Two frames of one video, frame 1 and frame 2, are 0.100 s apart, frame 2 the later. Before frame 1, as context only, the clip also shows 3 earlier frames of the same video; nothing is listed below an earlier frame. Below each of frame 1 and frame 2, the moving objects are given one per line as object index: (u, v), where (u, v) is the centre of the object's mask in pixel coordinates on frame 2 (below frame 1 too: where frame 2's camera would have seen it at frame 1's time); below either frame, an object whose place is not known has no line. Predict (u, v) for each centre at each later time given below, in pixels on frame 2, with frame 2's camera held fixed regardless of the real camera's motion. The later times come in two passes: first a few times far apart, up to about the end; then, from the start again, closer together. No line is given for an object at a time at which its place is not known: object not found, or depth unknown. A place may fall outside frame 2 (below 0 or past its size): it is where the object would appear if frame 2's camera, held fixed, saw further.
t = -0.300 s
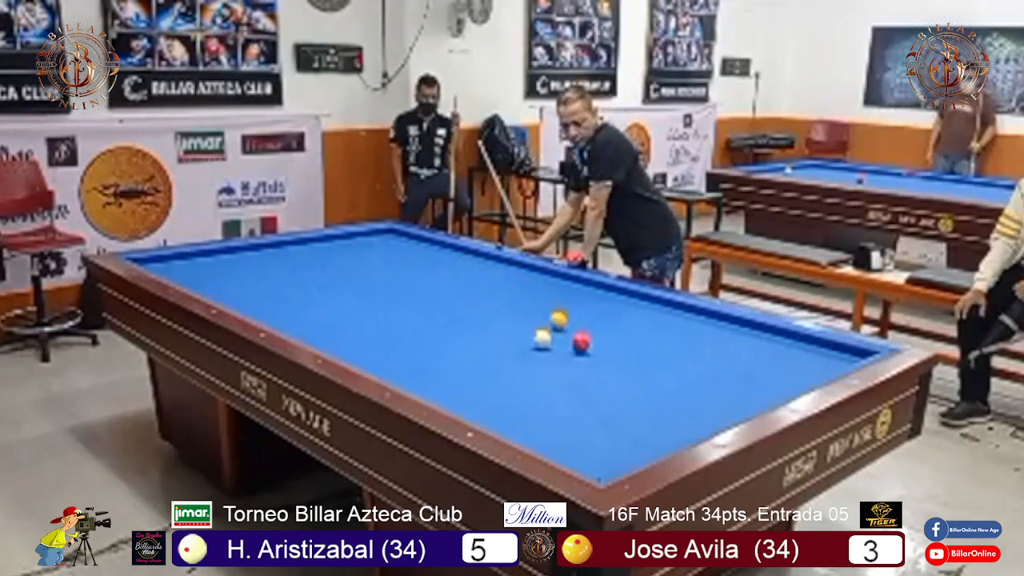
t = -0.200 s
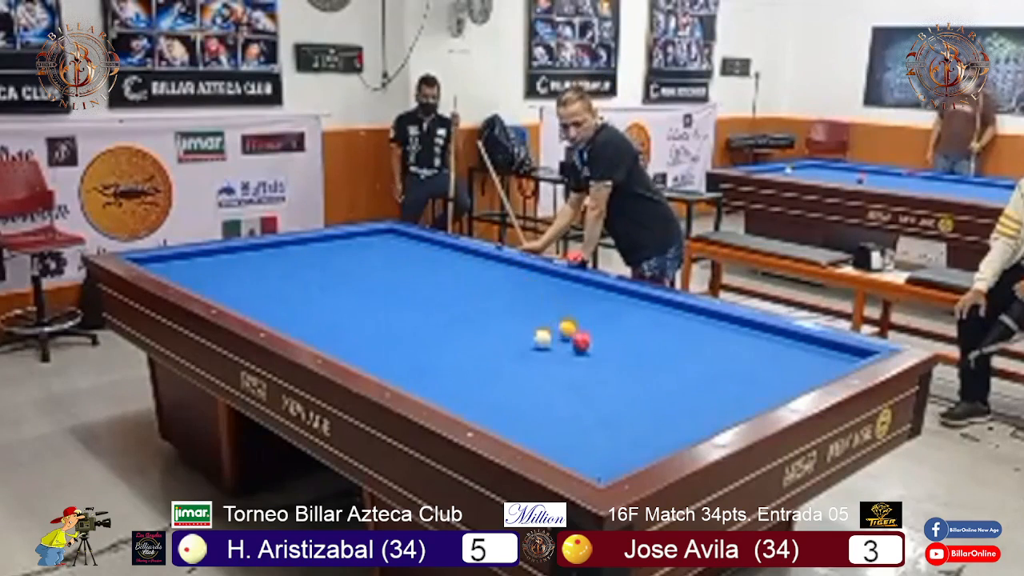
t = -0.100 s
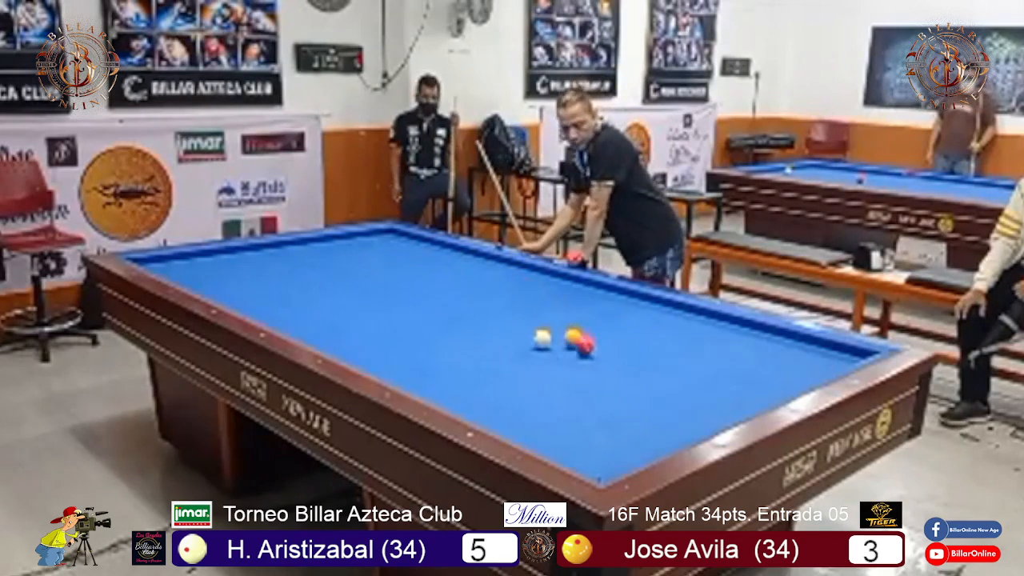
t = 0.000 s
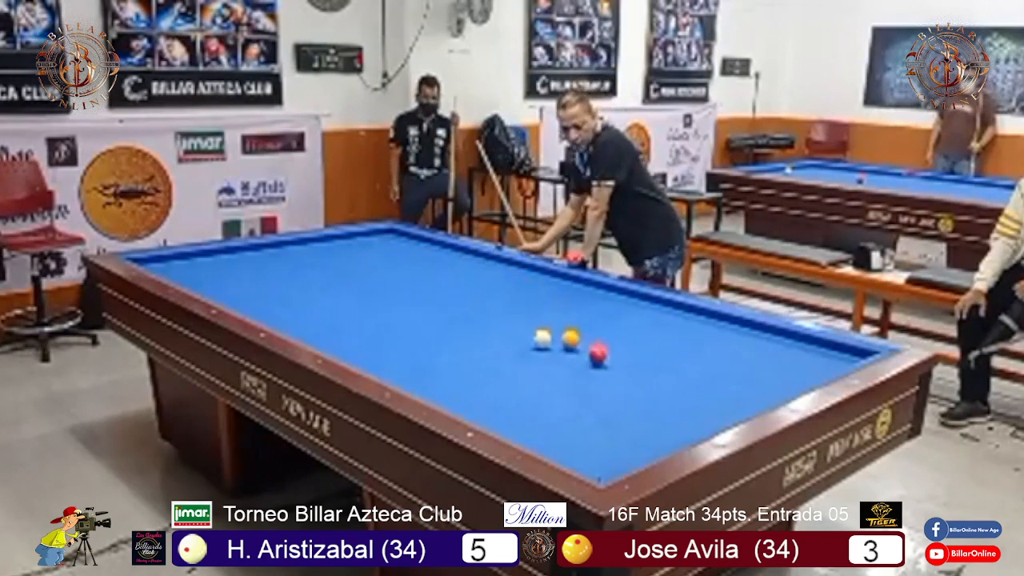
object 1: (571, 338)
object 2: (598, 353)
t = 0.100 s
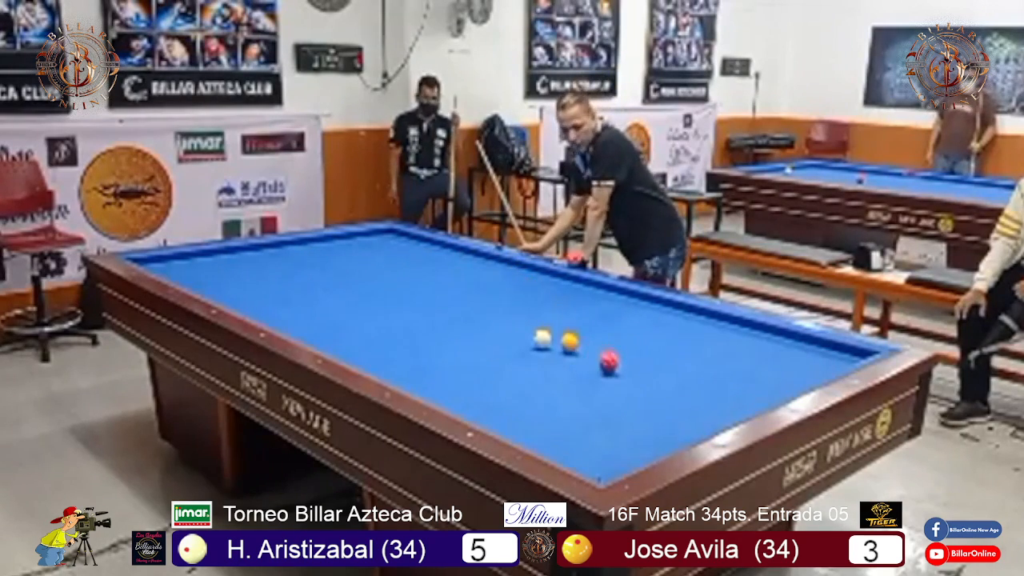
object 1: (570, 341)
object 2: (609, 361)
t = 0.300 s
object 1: (569, 347)
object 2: (632, 378)
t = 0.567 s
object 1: (567, 356)
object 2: (667, 403)
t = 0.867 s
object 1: (564, 366)
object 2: (684, 421)
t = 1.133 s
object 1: (562, 375)
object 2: (643, 414)
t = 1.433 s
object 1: (560, 385)
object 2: (601, 406)
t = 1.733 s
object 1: (554, 392)
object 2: (570, 401)
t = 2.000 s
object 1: (532, 391)
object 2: (560, 406)
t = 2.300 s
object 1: (507, 389)
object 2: (549, 412)
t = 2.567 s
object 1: (488, 388)
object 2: (540, 416)
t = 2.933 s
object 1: (463, 387)
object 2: (529, 423)
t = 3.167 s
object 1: (448, 387)
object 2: (523, 425)
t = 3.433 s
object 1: (434, 384)
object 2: (517, 426)
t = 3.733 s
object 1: (418, 381)
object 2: (516, 427)
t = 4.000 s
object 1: (408, 378)
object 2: (518, 427)
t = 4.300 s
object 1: (403, 375)
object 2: (519, 427)
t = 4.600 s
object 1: (399, 372)
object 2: (520, 426)
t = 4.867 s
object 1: (394, 369)
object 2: (520, 427)
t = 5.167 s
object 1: (391, 366)
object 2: (520, 426)
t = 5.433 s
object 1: (388, 364)
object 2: (520, 426)
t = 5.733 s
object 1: (385, 361)
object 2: (520, 426)
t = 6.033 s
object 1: (382, 360)
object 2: (520, 426)
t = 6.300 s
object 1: (380, 359)
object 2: (520, 426)
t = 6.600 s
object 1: (379, 358)
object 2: (520, 426)
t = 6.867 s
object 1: (378, 358)
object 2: (520, 426)
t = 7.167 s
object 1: (378, 357)
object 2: (520, 426)
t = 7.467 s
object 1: (378, 357)
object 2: (520, 427)
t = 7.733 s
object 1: (378, 356)
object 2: (520, 426)
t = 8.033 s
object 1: (378, 356)
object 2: (520, 426)
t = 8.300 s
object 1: (378, 356)
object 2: (520, 426)
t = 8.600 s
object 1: (378, 356)
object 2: (520, 426)
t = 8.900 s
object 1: (378, 356)
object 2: (520, 426)
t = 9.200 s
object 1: (378, 357)
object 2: (520, 426)
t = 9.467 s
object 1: (378, 356)
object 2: (520, 426)
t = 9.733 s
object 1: (378, 356)
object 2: (520, 427)
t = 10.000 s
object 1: (378, 356)
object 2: (520, 426)
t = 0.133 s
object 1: (570, 342)
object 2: (613, 364)
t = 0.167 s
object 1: (569, 343)
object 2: (617, 366)
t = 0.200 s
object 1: (569, 344)
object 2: (620, 369)
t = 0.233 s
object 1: (569, 345)
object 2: (625, 372)
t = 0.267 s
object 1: (569, 346)
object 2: (628, 375)
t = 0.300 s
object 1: (569, 347)
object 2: (632, 378)
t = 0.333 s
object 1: (569, 348)
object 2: (636, 381)
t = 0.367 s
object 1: (568, 349)
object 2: (640, 384)
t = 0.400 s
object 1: (568, 350)
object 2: (645, 387)
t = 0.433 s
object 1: (568, 351)
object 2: (650, 390)
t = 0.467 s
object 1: (568, 352)
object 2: (654, 393)
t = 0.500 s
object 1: (568, 353)
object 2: (659, 396)
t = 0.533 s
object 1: (567, 355)
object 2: (663, 400)
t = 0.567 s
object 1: (567, 356)
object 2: (667, 403)
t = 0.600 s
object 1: (567, 357)
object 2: (672, 406)
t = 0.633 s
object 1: (566, 358)
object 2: (677, 409)
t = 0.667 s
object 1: (566, 359)
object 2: (682, 413)
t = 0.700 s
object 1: (566, 360)
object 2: (687, 416)
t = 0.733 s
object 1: (566, 362)
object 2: (692, 419)
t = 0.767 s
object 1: (565, 363)
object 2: (697, 421)
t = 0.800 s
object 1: (565, 363)
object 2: (697, 422)
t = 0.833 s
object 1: (565, 365)
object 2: (691, 421)
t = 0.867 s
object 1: (564, 366)
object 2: (684, 421)
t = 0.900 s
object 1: (564, 367)
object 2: (678, 421)
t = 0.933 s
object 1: (564, 369)
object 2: (673, 421)
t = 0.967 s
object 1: (563, 370)
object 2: (668, 419)
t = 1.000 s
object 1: (563, 371)
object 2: (663, 418)
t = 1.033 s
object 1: (563, 372)
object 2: (658, 417)
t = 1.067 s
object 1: (563, 374)
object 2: (653, 416)
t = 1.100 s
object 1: (562, 374)
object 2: (648, 415)
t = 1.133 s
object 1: (562, 375)
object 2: (643, 414)
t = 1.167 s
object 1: (562, 376)
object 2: (638, 413)
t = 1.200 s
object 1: (562, 377)
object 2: (634, 412)
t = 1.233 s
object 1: (562, 378)
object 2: (628, 411)
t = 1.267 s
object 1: (561, 379)
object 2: (624, 410)
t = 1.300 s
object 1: (561, 380)
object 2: (619, 410)
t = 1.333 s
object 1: (561, 381)
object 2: (614, 409)
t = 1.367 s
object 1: (560, 383)
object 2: (610, 408)
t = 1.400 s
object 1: (560, 384)
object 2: (605, 407)
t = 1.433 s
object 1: (560, 385)
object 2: (601, 406)
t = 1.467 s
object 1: (560, 386)
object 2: (596, 406)
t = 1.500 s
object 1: (559, 387)
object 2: (592, 405)
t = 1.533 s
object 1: (559, 389)
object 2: (587, 404)
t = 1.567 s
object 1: (559, 390)
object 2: (583, 403)
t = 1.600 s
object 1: (559, 391)
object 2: (579, 403)
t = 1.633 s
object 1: (558, 391)
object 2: (575, 401)
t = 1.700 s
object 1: (556, 392)
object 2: (571, 402)
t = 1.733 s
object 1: (554, 392)
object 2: (570, 401)
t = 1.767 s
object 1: (550, 392)
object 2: (568, 402)
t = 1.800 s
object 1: (547, 392)
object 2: (567, 403)
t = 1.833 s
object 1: (545, 392)
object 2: (566, 403)
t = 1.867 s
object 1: (542, 392)
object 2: (565, 404)
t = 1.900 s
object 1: (540, 392)
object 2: (564, 405)
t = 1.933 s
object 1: (537, 392)
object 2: (563, 405)
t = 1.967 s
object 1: (534, 391)
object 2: (561, 406)
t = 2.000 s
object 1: (532, 391)
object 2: (560, 406)
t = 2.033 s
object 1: (529, 391)
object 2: (559, 407)
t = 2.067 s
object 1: (526, 391)
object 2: (557, 408)
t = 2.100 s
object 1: (523, 390)
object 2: (556, 409)
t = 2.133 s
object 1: (521, 390)
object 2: (555, 410)
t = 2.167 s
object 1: (518, 390)
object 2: (554, 409)
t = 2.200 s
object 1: (515, 390)
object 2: (552, 410)
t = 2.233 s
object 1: (512, 390)
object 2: (551, 410)
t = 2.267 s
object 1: (510, 390)
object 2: (550, 411)
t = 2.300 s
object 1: (507, 389)
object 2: (549, 412)
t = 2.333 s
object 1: (505, 389)
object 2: (547, 412)
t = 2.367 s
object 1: (502, 389)
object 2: (546, 413)
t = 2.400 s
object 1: (500, 389)
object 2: (545, 413)
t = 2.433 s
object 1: (497, 389)
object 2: (544, 413)
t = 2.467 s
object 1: (495, 389)
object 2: (543, 414)
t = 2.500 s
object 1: (493, 389)
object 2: (542, 415)
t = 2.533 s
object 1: (490, 389)
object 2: (541, 416)
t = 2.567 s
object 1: (488, 388)
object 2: (540, 416)
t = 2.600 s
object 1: (486, 388)
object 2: (538, 416)
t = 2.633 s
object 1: (483, 388)
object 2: (538, 416)
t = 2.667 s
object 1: (481, 388)
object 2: (537, 417)
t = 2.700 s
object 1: (479, 388)
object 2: (535, 418)
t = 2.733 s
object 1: (476, 388)
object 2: (535, 419)
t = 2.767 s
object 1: (474, 387)
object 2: (534, 419)
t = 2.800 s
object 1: (472, 387)
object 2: (533, 419)
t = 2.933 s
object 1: (463, 387)
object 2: (529, 423)
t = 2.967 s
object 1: (461, 387)
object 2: (528, 423)
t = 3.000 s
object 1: (459, 387)
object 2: (527, 423)
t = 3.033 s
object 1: (456, 387)
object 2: (526, 424)
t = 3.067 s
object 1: (454, 387)
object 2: (525, 424)
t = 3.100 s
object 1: (452, 386)
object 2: (524, 425)
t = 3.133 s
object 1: (450, 386)
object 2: (524, 425)
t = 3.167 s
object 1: (448, 387)
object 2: (523, 425)
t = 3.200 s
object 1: (446, 386)
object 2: (522, 425)
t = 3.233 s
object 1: (444, 386)
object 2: (521, 425)
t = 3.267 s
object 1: (442, 386)
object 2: (521, 425)
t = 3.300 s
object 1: (441, 386)
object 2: (520, 426)
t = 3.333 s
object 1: (439, 385)
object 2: (519, 426)
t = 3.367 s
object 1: (437, 385)
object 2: (519, 426)
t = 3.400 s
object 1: (436, 385)
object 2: (518, 426)
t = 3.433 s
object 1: (434, 384)
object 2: (517, 426)
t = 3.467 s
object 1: (432, 384)
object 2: (517, 426)
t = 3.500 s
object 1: (430, 384)
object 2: (516, 426)
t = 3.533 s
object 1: (428, 383)
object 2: (516, 426)
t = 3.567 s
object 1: (426, 383)
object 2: (515, 427)
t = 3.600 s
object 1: (425, 383)
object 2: (515, 427)
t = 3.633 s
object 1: (423, 383)
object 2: (515, 427)
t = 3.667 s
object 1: (422, 382)
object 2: (515, 427)
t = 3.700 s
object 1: (420, 382)
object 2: (515, 427)
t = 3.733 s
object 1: (418, 381)
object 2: (516, 427)
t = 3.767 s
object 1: (417, 381)
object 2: (516, 427)
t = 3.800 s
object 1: (415, 381)
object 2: (516, 427)
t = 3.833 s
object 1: (413, 380)
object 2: (517, 427)
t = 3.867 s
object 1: (412, 380)
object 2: (517, 427)
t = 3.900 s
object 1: (411, 379)
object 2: (517, 427)
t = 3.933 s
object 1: (410, 379)
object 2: (518, 427)
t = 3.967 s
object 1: (409, 379)
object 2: (518, 427)
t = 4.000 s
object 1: (408, 378)
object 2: (518, 427)
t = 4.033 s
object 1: (408, 378)
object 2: (519, 426)
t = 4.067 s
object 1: (407, 377)
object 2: (519, 426)
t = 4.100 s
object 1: (406, 377)
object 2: (519, 427)
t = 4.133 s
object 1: (406, 376)
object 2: (519, 427)
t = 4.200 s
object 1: (404, 375)
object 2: (519, 427)
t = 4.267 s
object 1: (404, 375)
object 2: (519, 427)
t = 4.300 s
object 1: (403, 375)
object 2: (519, 427)
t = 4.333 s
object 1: (402, 374)
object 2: (520, 426)
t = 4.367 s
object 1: (402, 374)
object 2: (520, 426)
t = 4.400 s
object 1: (402, 374)
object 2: (520, 426)
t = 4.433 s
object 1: (401, 373)
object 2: (520, 426)
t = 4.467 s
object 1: (401, 373)
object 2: (520, 426)
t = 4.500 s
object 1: (400, 373)
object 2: (520, 426)
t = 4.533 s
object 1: (399, 372)
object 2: (520, 426)
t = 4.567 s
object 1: (399, 372)
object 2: (520, 426)
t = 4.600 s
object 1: (399, 372)
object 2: (520, 426)
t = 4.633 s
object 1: (398, 371)
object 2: (520, 426)
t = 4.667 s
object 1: (398, 371)
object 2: (520, 427)
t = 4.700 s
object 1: (397, 371)
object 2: (520, 426)
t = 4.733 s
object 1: (397, 370)
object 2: (520, 427)
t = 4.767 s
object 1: (396, 370)
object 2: (520, 427)
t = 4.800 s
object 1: (395, 370)
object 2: (520, 426)
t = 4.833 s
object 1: (395, 369)
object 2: (520, 427)
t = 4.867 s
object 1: (394, 369)
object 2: (520, 427)
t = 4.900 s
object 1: (394, 369)
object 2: (520, 427)
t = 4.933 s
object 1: (394, 369)
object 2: (520, 426)
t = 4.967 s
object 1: (393, 369)
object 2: (520, 426)
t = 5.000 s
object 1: (393, 368)
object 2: (520, 426)
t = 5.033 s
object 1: (393, 367)
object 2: (520, 426)
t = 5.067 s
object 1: (392, 367)
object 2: (520, 426)
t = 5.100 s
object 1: (392, 367)
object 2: (520, 426)
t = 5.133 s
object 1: (391, 366)
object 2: (520, 426)
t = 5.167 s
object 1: (391, 366)
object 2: (520, 426)
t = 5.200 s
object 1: (391, 366)
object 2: (520, 426)
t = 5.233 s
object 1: (390, 365)
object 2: (520, 426)
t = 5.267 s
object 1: (390, 365)
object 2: (520, 426)
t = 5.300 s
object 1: (390, 365)
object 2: (520, 426)
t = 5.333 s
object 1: (389, 365)
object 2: (520, 426)
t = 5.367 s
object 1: (389, 364)
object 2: (520, 426)
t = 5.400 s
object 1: (388, 364)
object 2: (520, 426)
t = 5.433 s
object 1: (388, 364)
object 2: (520, 426)
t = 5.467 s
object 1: (388, 364)
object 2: (520, 426)
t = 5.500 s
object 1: (387, 363)
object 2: (520, 426)
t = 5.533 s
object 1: (387, 363)
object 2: (520, 426)
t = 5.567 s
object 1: (386, 363)
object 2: (520, 426)
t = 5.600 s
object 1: (386, 363)
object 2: (520, 426)
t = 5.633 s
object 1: (386, 362)
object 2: (520, 426)
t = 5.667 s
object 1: (386, 362)
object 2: (520, 426)
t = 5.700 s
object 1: (385, 362)
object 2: (520, 426)
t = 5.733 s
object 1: (385, 361)
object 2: (520, 426)
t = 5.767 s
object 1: (385, 361)
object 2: (520, 426)
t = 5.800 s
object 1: (384, 361)
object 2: (520, 426)
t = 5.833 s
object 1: (383, 361)
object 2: (520, 426)
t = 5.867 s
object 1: (383, 360)
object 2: (520, 426)
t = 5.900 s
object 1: (383, 361)
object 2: (520, 426)
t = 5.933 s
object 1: (383, 361)
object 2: (520, 426)
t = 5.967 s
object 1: (382, 361)
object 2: (520, 426)
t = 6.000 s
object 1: (382, 360)
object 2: (520, 426)
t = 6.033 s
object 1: (382, 360)
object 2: (520, 426)
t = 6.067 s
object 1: (382, 359)
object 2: (520, 426)
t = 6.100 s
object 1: (382, 360)
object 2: (520, 426)
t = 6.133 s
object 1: (382, 359)
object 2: (520, 426)
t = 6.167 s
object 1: (381, 359)
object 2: (520, 427)
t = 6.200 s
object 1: (381, 359)
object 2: (520, 426)
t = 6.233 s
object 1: (381, 359)
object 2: (520, 427)
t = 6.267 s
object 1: (380, 359)
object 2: (520, 427)
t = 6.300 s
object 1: (380, 359)
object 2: (520, 426)
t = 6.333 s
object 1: (380, 359)
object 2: (520, 426)
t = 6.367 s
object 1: (380, 359)
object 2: (520, 426)
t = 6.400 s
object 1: (380, 359)
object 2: (520, 426)
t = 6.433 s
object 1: (380, 359)
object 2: (520, 426)
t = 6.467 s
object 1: (379, 358)
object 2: (520, 426)
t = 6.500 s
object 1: (379, 358)
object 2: (520, 426)
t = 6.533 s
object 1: (379, 358)
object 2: (520, 426)
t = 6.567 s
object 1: (379, 358)
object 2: (520, 426)
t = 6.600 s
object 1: (379, 358)
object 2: (520, 426)
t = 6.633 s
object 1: (379, 358)
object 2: (520, 426)
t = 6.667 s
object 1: (378, 358)
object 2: (520, 426)
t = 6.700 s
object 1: (378, 358)
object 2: (520, 426)
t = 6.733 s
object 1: (378, 358)
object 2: (520, 426)
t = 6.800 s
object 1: (378, 358)
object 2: (520, 426)
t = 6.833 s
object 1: (378, 358)
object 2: (520, 427)
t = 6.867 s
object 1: (378, 358)
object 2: (520, 426)
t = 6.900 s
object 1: (378, 358)
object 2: (520, 426)
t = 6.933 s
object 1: (378, 358)
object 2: (520, 426)
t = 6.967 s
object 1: (378, 358)
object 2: (520, 426)
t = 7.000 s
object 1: (378, 358)
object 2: (520, 426)
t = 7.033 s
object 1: (378, 358)
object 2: (520, 426)
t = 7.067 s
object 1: (378, 357)
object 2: (520, 427)
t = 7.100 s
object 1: (378, 357)
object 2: (520, 426)
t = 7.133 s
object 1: (378, 357)
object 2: (520, 427)
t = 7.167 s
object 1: (378, 357)
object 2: (520, 426)
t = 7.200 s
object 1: (378, 357)
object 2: (520, 427)
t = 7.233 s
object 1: (378, 357)
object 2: (520, 427)
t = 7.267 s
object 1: (378, 357)
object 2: (520, 427)
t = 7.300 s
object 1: (378, 357)
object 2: (520, 427)
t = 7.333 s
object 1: (378, 357)
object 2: (520, 426)
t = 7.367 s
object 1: (378, 357)
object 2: (520, 426)
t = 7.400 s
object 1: (378, 357)
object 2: (520, 426)
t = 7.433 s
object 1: (378, 357)
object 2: (520, 426)
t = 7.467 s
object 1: (378, 357)
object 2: (520, 427)
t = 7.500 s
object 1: (378, 356)
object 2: (520, 427)
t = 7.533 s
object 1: (378, 357)
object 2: (520, 426)
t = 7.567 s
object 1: (378, 357)
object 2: (520, 427)
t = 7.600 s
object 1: (378, 357)
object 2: (520, 427)
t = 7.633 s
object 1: (378, 356)
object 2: (520, 427)
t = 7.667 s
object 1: (378, 356)
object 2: (520, 426)
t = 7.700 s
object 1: (378, 356)
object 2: (520, 426)
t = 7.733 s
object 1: (378, 356)
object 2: (520, 426)
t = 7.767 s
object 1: (378, 356)
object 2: (520, 426)
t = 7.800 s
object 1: (378, 356)
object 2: (520, 426)
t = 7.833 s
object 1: (378, 357)
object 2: (520, 426)
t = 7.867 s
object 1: (378, 357)
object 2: (520, 427)
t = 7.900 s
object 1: (378, 356)
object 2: (520, 427)
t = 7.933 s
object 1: (378, 356)
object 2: (520, 427)
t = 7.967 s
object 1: (378, 356)
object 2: (520, 427)
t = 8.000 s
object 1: (378, 356)
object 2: (520, 427)
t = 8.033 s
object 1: (378, 356)
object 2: (520, 426)
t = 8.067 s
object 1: (378, 356)
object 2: (520, 426)
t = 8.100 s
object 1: (378, 356)
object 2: (520, 426)
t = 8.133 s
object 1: (378, 356)
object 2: (520, 426)
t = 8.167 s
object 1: (378, 356)
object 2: (520, 426)
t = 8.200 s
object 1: (378, 356)
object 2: (520, 426)
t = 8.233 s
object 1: (378, 356)
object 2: (520, 426)
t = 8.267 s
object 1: (378, 356)
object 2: (520, 426)
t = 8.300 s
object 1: (378, 356)
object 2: (520, 426)
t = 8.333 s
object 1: (378, 356)
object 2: (520, 426)
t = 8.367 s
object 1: (378, 356)
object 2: (520, 426)
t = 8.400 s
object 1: (378, 356)
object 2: (520, 427)
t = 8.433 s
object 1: (378, 356)
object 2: (520, 426)
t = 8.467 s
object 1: (378, 356)
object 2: (520, 426)
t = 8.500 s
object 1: (378, 356)
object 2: (520, 426)
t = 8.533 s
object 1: (378, 356)
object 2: (520, 426)
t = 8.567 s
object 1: (378, 356)
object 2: (520, 426)
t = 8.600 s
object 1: (378, 356)
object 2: (520, 426)
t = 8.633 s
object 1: (378, 356)
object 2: (520, 426)
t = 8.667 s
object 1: (378, 356)
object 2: (520, 426)
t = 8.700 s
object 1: (378, 356)
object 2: (520, 426)
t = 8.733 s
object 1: (378, 356)
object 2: (520, 426)
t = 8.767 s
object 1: (378, 356)
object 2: (520, 426)
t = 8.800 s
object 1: (378, 356)
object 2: (520, 426)
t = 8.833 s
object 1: (378, 356)
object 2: (520, 426)
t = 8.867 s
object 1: (378, 356)
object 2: (520, 426)
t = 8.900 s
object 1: (378, 356)
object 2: (520, 426)
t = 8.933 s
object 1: (378, 356)
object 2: (520, 426)
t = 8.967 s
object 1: (378, 356)
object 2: (520, 426)
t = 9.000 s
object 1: (378, 356)
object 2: (520, 426)
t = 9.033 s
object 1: (378, 356)
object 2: (520, 426)
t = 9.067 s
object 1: (378, 357)
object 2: (520, 426)
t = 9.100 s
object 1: (378, 357)
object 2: (520, 426)
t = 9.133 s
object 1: (378, 357)
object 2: (520, 426)
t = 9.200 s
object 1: (378, 357)
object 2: (520, 426)
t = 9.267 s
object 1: (378, 356)
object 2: (520, 426)
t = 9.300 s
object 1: (378, 356)
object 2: (520, 426)
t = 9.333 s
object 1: (378, 356)
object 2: (520, 426)
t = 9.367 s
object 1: (378, 356)
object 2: (520, 426)
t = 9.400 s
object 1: (378, 356)
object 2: (520, 426)
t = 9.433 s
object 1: (378, 356)
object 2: (520, 426)
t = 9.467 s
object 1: (378, 356)
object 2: (520, 426)
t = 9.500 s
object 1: (378, 356)
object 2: (520, 426)
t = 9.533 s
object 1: (378, 356)
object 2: (520, 426)
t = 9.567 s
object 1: (378, 356)
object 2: (520, 426)
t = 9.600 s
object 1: (378, 356)
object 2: (520, 427)
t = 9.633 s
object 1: (378, 356)
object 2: (520, 427)
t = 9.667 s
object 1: (378, 356)
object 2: (520, 426)
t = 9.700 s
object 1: (378, 356)
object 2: (520, 427)
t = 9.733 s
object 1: (378, 356)
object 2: (520, 427)
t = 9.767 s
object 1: (378, 356)
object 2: (520, 426)
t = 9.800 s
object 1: (378, 356)
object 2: (520, 426)
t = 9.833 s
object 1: (378, 356)
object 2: (520, 426)
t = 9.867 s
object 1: (378, 356)
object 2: (520, 426)
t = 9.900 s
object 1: (378, 356)
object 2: (520, 426)
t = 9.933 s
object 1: (378, 356)
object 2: (520, 426)
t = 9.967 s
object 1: (378, 356)
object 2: (520, 426)
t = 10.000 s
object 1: (378, 356)
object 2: (520, 426)
